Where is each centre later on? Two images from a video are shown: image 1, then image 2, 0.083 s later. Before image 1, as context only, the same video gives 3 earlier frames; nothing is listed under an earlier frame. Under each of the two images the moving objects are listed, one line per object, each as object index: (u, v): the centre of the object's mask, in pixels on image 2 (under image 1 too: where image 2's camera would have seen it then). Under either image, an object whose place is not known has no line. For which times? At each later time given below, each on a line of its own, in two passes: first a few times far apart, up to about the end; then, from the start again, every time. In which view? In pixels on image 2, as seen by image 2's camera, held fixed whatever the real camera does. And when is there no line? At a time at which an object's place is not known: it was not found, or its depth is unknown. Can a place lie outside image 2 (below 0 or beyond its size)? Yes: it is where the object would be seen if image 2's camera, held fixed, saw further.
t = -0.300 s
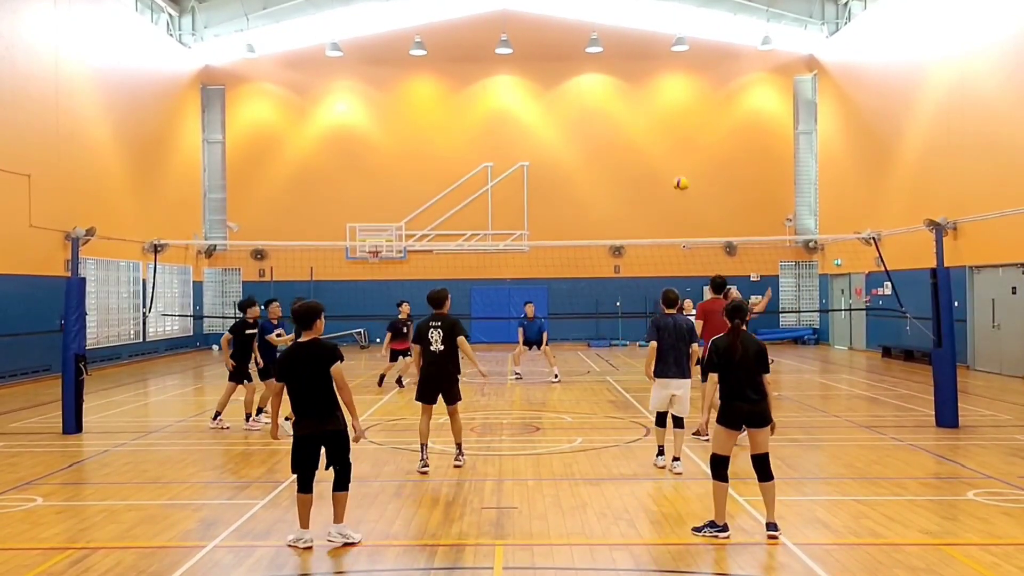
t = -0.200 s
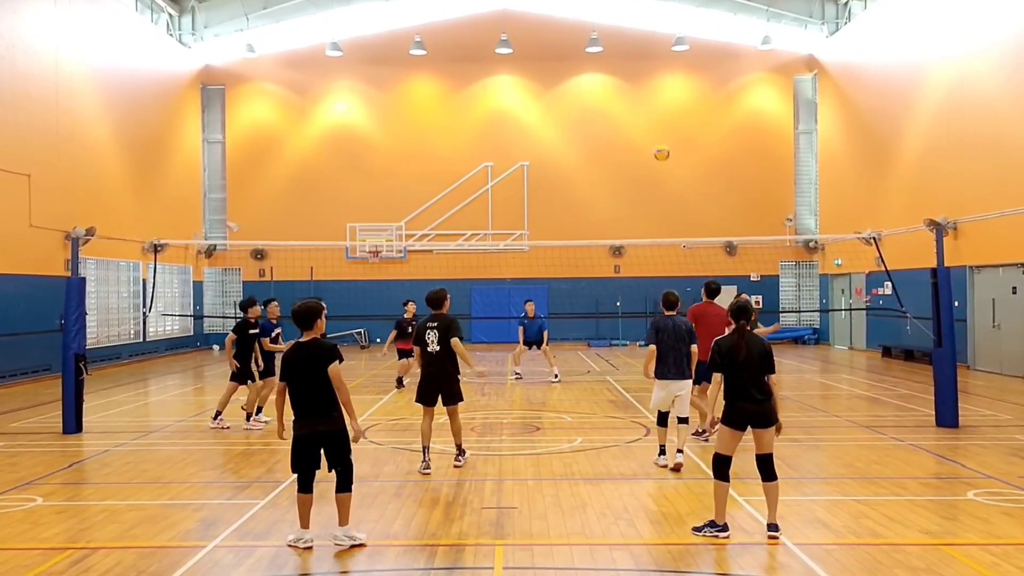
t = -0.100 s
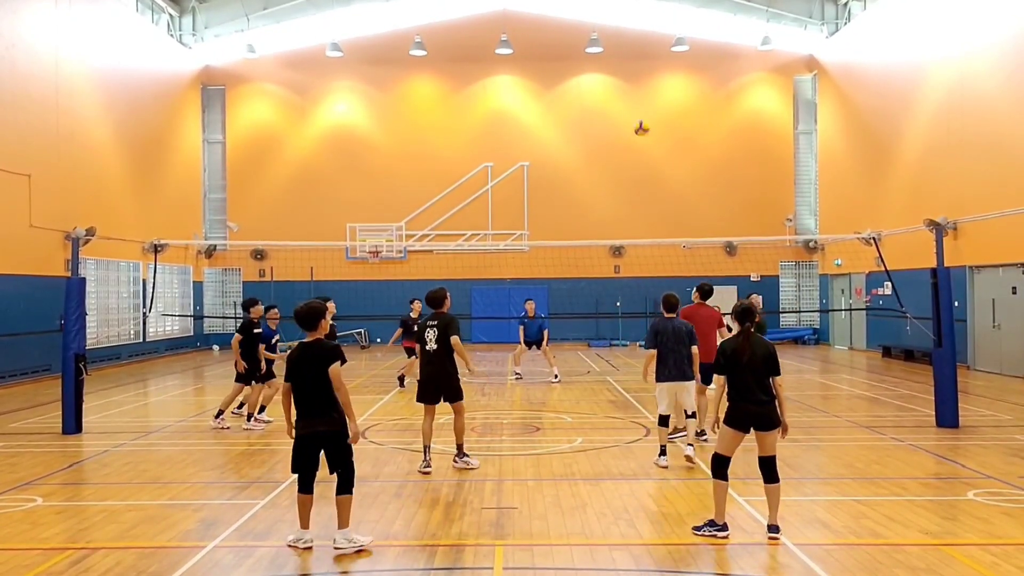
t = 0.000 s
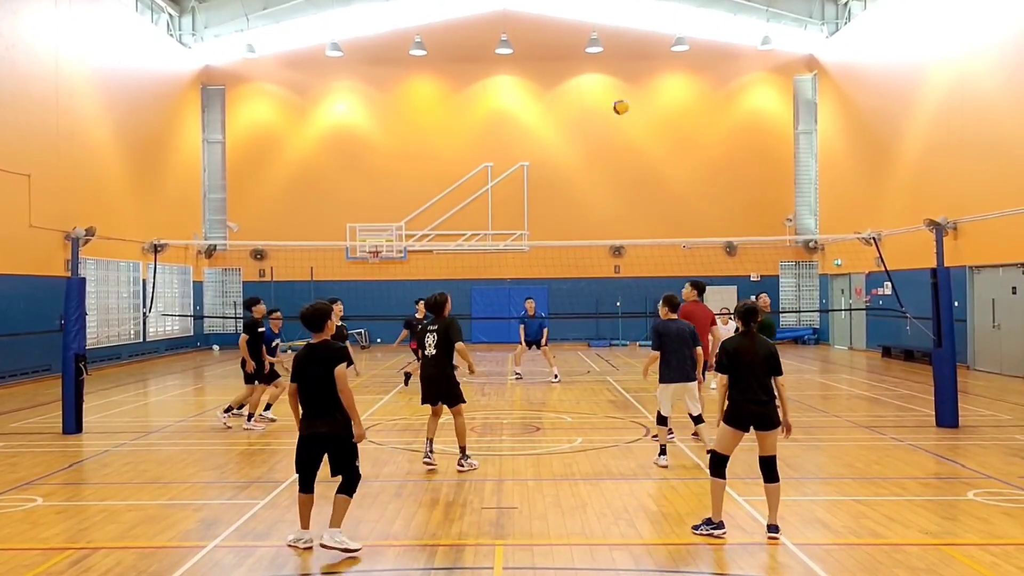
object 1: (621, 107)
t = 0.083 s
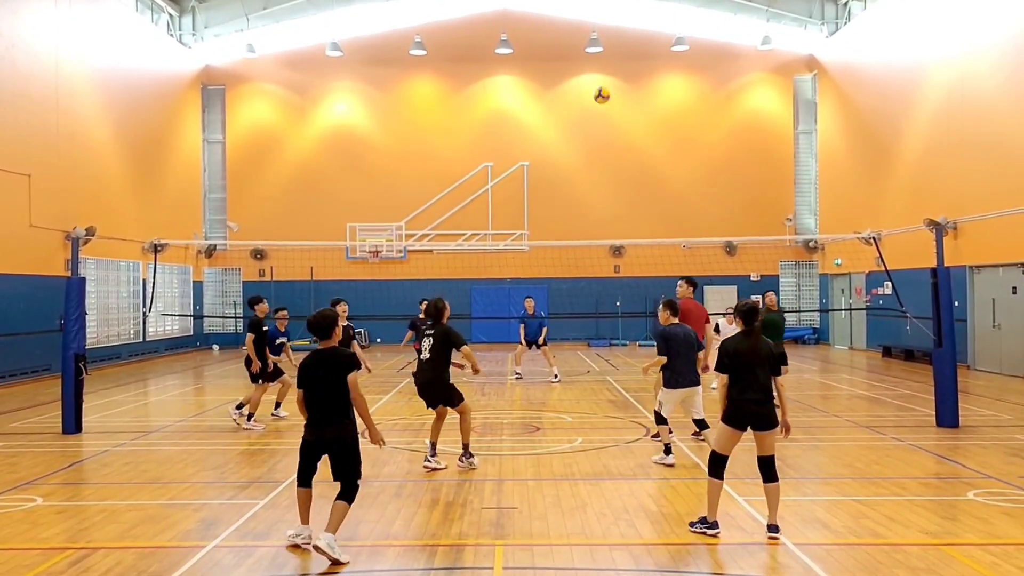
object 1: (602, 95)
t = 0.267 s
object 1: (558, 87)
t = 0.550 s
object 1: (482, 140)
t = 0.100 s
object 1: (598, 93)
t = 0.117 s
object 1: (594, 92)
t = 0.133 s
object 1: (591, 90)
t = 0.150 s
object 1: (587, 89)
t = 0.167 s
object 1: (582, 89)
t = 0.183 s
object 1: (579, 87)
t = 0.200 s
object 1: (575, 87)
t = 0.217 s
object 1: (571, 88)
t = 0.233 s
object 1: (566, 87)
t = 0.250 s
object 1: (563, 87)
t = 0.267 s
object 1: (558, 87)
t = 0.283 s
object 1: (554, 88)
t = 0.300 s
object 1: (549, 89)
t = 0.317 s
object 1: (546, 90)
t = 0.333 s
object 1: (542, 92)
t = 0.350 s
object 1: (538, 93)
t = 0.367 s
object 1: (533, 96)
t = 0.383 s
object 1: (529, 98)
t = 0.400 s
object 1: (524, 100)
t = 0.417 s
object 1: (519, 103)
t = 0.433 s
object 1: (515, 106)
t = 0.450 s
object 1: (511, 110)
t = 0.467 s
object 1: (506, 114)
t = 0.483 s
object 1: (501, 119)
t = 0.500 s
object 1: (496, 124)
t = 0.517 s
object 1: (492, 128)
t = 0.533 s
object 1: (487, 134)
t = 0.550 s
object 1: (482, 140)
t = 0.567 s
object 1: (478, 145)
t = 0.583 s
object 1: (473, 150)
